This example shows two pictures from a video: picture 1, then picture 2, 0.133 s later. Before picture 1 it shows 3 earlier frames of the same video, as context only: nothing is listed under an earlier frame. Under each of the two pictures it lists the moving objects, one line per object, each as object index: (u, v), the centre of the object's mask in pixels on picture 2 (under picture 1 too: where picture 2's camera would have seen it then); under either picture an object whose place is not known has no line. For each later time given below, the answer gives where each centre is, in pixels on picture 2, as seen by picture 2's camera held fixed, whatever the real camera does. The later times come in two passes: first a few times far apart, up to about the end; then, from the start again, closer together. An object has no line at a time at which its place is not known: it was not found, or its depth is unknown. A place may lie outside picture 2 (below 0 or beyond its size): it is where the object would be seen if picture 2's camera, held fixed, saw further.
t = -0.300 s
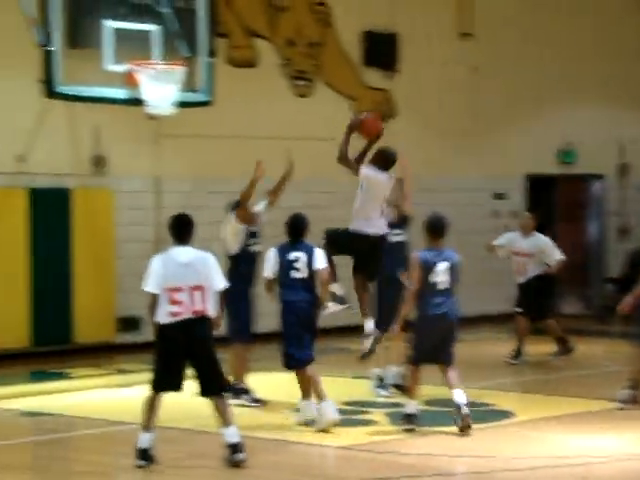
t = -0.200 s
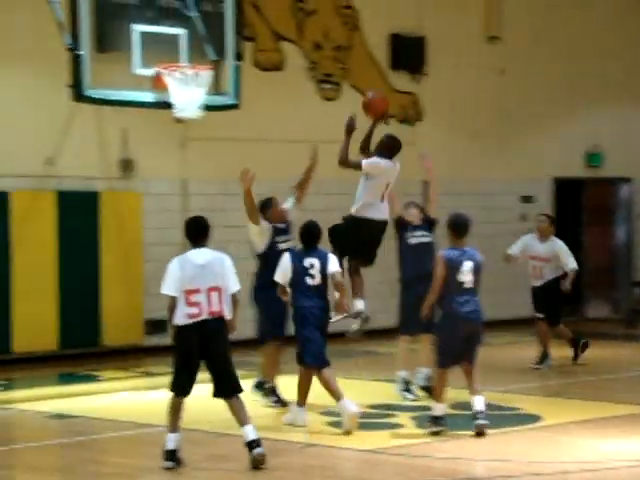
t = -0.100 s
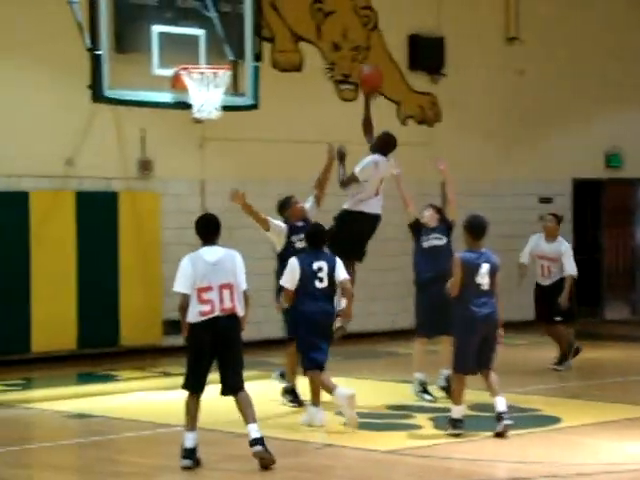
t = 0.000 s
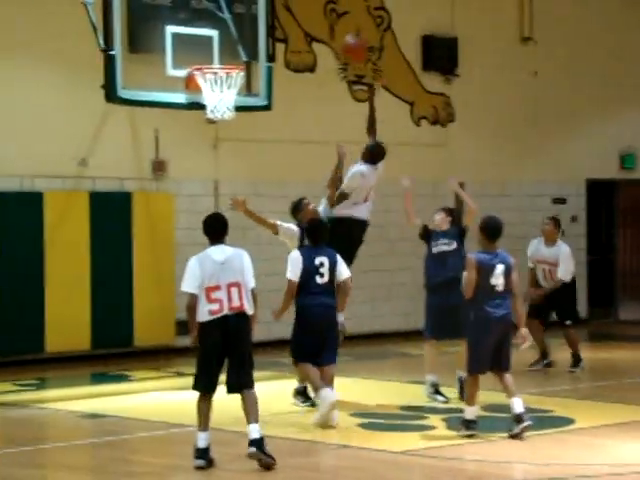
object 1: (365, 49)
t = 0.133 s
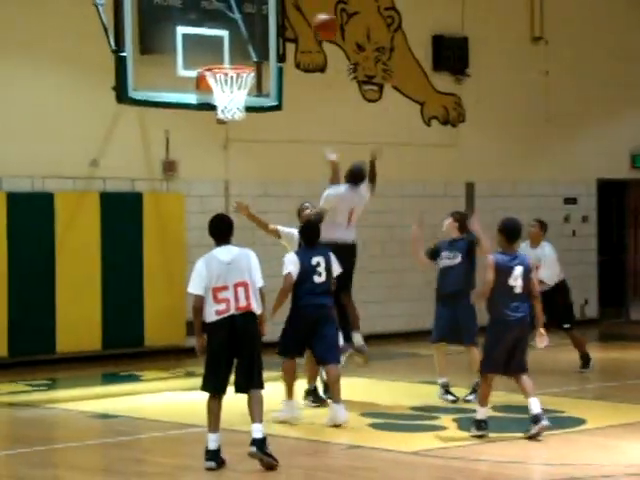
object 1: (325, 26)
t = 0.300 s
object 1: (280, 26)
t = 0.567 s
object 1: (225, 77)
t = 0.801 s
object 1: (243, 165)
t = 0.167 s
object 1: (316, 23)
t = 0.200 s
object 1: (307, 21)
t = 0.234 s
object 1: (298, 21)
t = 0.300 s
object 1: (280, 26)
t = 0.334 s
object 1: (270, 30)
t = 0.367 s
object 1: (261, 35)
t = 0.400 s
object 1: (254, 39)
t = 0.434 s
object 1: (246, 45)
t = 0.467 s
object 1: (238, 53)
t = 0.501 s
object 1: (229, 58)
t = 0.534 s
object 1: (221, 63)
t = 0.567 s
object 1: (225, 77)
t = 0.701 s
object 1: (234, 126)
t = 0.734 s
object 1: (237, 137)
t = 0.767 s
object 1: (240, 150)
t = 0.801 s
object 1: (243, 165)
